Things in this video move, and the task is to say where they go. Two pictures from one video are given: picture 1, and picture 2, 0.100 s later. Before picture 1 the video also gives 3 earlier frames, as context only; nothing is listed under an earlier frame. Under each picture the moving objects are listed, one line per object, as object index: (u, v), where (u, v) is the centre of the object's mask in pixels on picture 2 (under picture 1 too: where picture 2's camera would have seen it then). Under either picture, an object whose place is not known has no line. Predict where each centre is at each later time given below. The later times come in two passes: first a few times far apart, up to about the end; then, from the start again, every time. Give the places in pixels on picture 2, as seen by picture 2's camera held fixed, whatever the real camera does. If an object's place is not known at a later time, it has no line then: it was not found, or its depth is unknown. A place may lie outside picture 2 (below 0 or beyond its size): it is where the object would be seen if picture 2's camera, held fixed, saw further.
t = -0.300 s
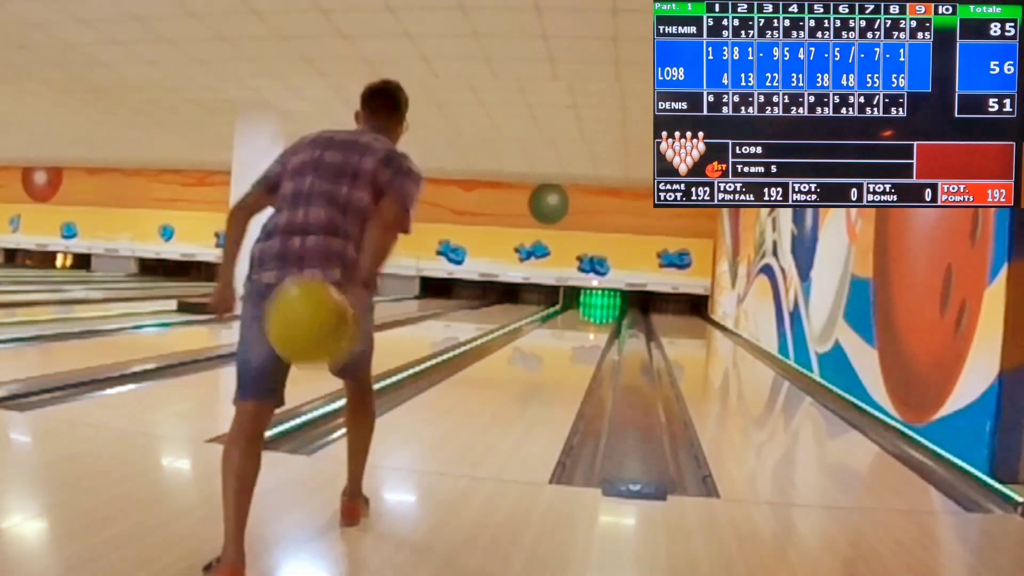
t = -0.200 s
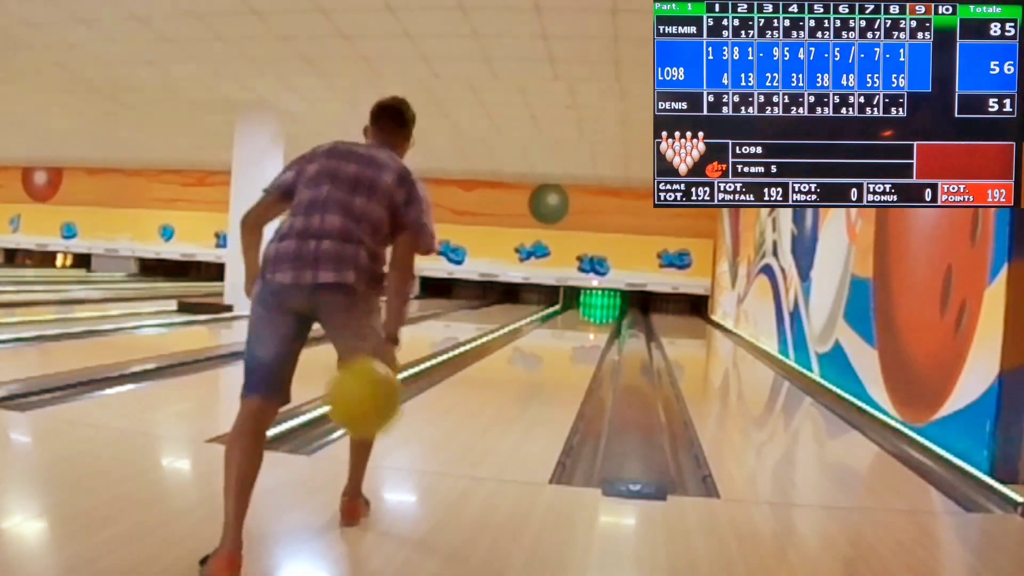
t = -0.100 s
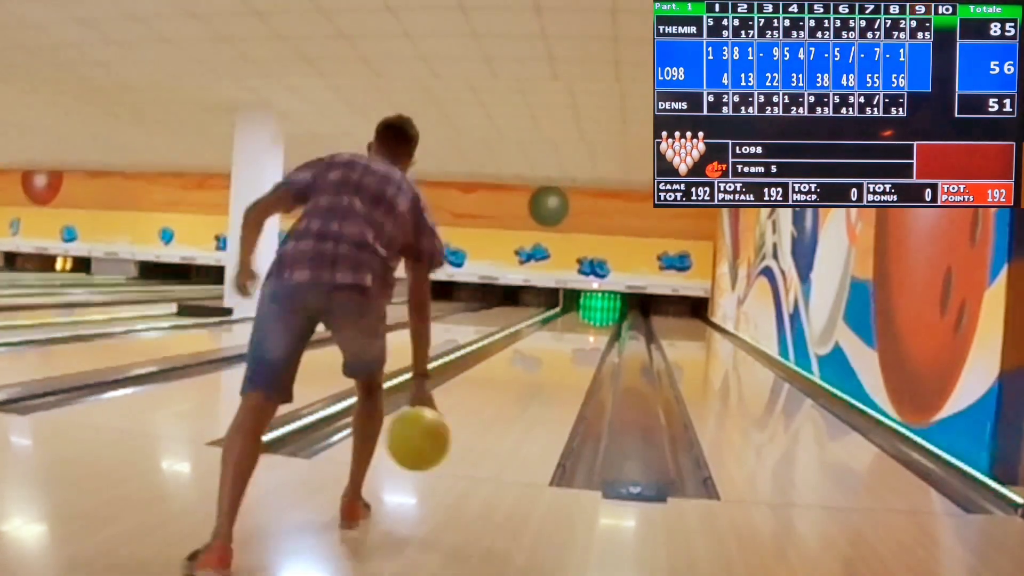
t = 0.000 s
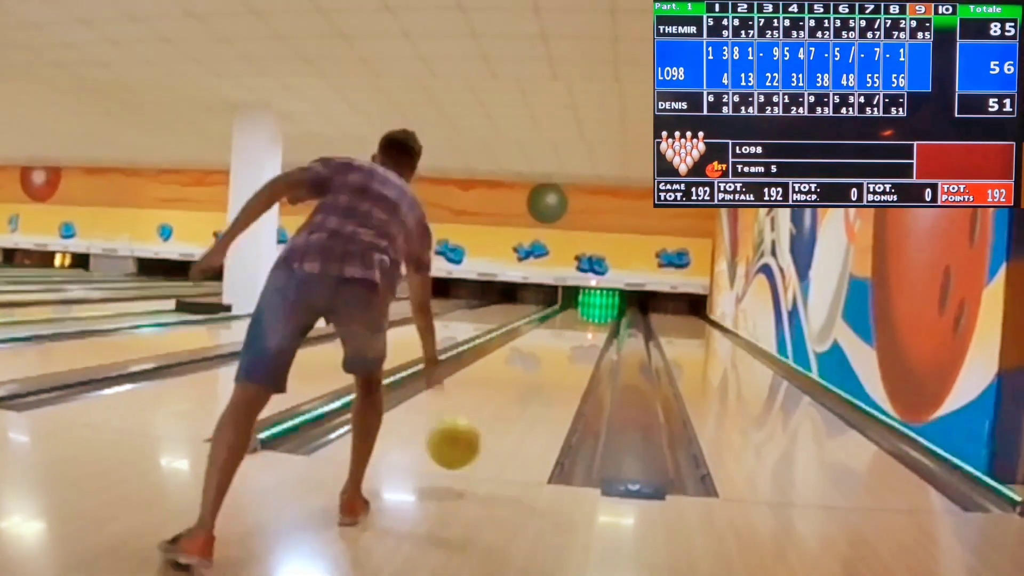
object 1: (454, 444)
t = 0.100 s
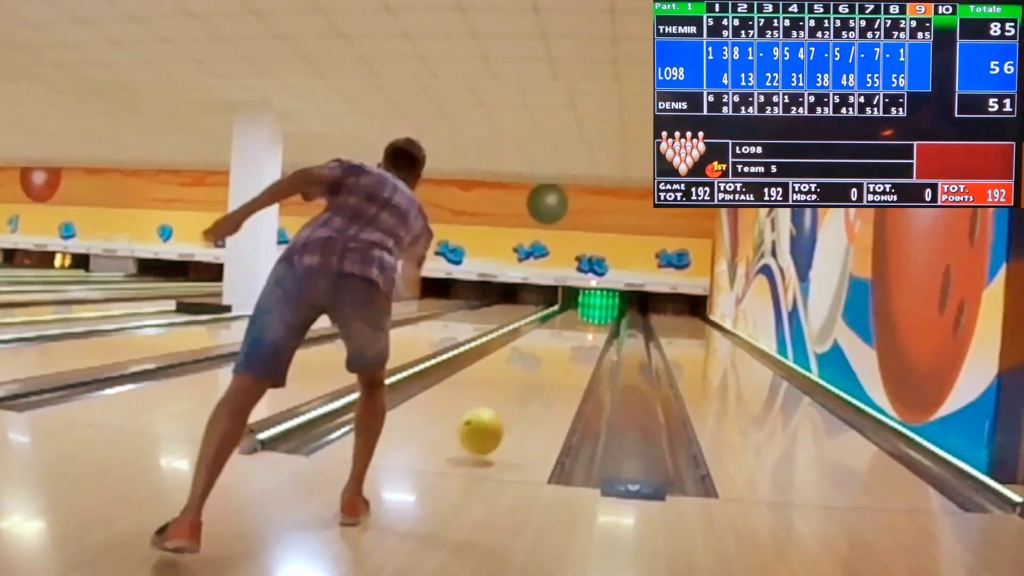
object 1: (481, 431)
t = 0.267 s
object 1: (511, 408)
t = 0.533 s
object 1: (543, 378)
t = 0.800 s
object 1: (563, 360)
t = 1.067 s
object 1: (576, 346)
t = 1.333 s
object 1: (585, 336)
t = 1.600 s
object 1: (591, 331)
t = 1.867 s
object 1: (597, 326)
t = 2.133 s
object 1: (601, 322)
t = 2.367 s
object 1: (606, 319)
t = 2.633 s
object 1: (608, 317)
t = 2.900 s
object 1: (610, 315)
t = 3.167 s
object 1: (612, 313)
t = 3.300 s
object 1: (613, 311)
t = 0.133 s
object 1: (488, 423)
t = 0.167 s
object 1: (495, 419)
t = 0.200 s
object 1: (500, 417)
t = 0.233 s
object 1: (506, 413)
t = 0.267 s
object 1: (511, 408)
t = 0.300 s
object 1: (516, 404)
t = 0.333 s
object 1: (521, 399)
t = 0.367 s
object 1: (525, 395)
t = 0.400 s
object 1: (529, 391)
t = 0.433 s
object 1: (532, 388)
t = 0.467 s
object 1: (536, 384)
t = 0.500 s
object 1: (540, 381)
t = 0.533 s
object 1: (543, 378)
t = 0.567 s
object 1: (545, 375)
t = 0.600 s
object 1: (549, 372)
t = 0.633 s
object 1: (552, 369)
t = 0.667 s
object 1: (554, 368)
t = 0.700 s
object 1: (556, 364)
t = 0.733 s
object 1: (558, 363)
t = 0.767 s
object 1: (560, 362)
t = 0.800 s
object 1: (563, 360)
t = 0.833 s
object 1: (564, 359)
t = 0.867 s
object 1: (566, 356)
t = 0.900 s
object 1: (567, 354)
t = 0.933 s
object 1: (569, 353)
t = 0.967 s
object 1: (571, 352)
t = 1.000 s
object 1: (573, 350)
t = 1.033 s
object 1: (574, 348)
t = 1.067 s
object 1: (576, 346)
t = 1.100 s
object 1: (577, 345)
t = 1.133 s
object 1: (579, 343)
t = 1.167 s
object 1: (580, 343)
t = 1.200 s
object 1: (581, 341)
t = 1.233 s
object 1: (583, 340)
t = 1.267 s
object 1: (583, 339)
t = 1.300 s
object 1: (584, 338)
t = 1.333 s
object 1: (585, 336)
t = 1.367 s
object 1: (586, 335)
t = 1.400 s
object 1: (586, 335)
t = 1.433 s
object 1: (587, 334)
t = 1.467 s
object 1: (588, 333)
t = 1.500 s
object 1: (589, 332)
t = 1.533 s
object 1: (590, 332)
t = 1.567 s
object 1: (590, 331)
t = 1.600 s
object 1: (591, 331)
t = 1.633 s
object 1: (592, 329)
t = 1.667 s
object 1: (592, 329)
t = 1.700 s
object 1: (593, 329)
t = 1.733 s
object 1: (594, 328)
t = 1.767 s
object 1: (594, 328)
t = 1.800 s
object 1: (595, 327)
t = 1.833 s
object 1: (595, 327)
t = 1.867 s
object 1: (597, 326)
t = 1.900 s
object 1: (597, 325)
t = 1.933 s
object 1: (597, 325)
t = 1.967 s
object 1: (598, 324)
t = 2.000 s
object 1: (598, 324)
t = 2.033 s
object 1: (600, 323)
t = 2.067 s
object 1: (600, 323)
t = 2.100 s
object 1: (600, 322)
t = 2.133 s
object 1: (601, 322)
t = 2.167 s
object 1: (602, 321)
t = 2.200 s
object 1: (602, 321)
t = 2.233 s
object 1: (603, 321)
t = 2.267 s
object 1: (603, 320)
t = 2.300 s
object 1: (604, 320)
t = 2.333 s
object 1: (605, 320)
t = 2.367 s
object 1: (606, 319)
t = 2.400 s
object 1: (606, 319)
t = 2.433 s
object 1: (606, 319)
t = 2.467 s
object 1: (607, 318)
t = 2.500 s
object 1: (607, 318)
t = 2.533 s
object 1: (607, 318)
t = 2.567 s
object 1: (607, 318)
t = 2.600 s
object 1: (608, 318)
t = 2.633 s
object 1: (608, 317)
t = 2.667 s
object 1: (608, 317)
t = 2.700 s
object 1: (608, 317)
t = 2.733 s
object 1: (608, 316)
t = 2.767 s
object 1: (608, 316)
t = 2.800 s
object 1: (609, 316)
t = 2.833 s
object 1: (610, 316)
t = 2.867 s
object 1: (610, 315)
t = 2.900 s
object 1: (610, 315)
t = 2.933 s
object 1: (610, 315)
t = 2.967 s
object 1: (611, 314)
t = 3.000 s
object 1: (611, 314)
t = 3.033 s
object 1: (611, 313)
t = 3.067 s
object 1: (611, 313)
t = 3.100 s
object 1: (612, 313)
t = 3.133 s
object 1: (612, 313)
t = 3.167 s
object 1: (612, 313)
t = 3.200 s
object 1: (613, 312)
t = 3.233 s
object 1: (613, 312)
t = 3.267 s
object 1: (613, 311)
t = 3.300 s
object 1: (613, 311)
